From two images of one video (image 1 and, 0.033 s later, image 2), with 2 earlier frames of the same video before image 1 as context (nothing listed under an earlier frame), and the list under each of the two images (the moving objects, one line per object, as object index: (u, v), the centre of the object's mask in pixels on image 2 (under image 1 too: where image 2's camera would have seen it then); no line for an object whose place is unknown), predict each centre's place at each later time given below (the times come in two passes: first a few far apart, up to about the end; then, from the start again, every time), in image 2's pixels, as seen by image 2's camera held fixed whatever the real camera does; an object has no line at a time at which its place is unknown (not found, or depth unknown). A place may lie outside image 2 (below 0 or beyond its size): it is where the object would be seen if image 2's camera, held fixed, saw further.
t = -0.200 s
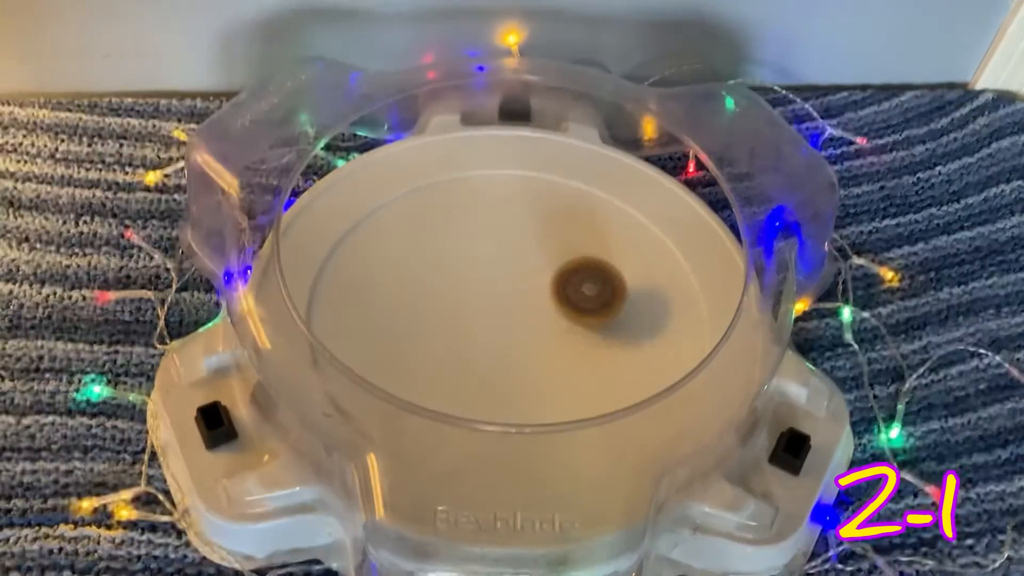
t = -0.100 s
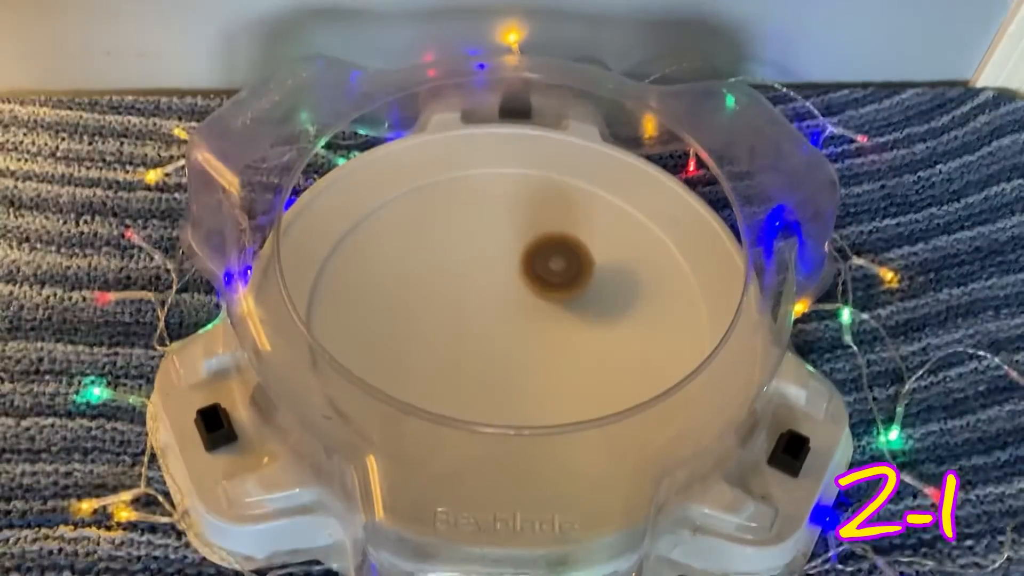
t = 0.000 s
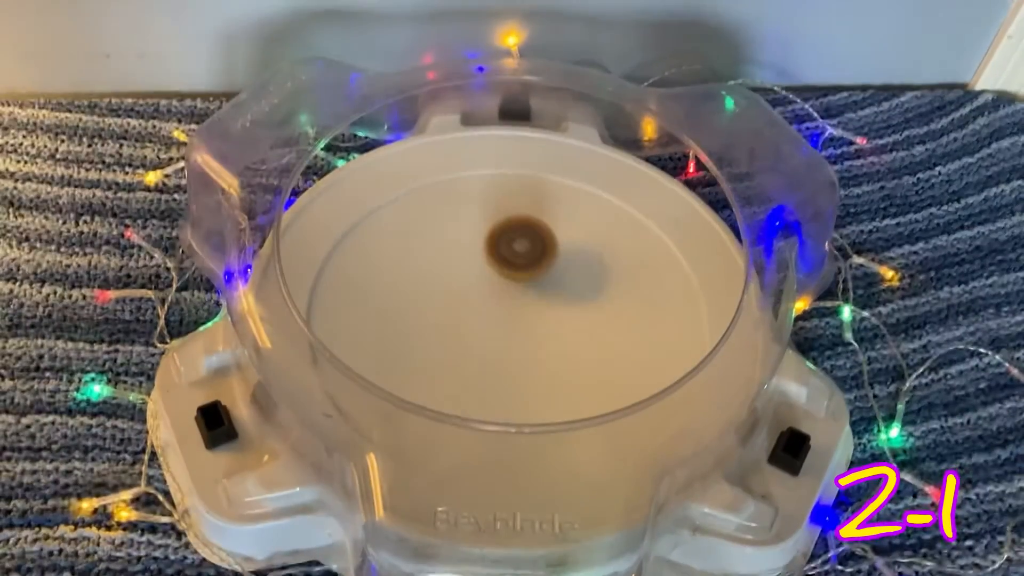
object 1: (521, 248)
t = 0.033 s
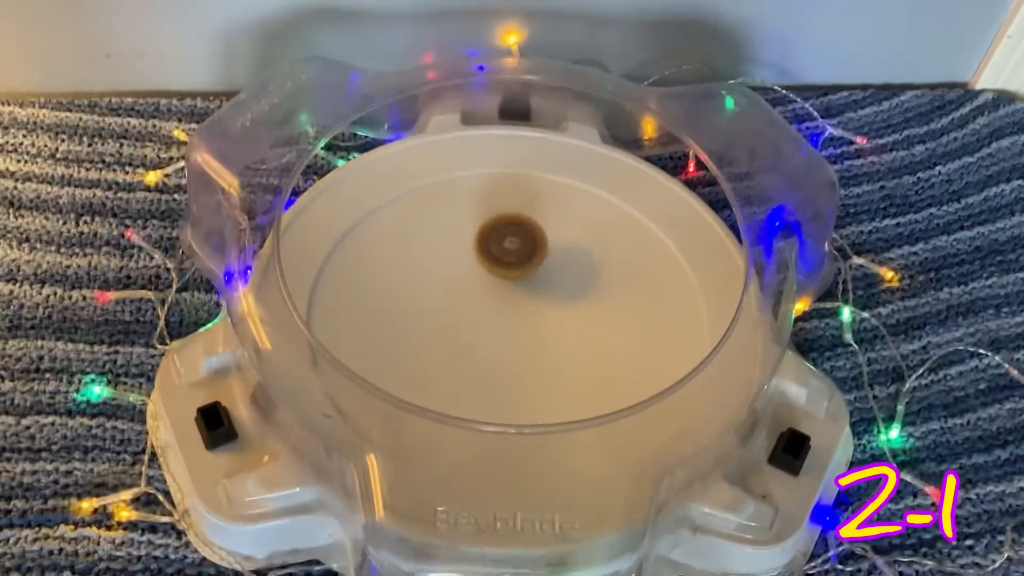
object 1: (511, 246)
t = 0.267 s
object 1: (515, 296)
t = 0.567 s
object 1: (601, 298)
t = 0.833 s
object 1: (532, 273)
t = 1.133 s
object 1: (554, 348)
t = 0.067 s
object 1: (504, 246)
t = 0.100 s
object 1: (499, 248)
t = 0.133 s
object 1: (496, 254)
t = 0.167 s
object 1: (496, 265)
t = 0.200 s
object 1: (498, 276)
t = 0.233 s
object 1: (505, 287)
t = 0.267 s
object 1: (515, 296)
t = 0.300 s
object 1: (527, 305)
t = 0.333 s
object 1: (540, 314)
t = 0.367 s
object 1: (552, 321)
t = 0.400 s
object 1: (566, 323)
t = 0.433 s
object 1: (579, 321)
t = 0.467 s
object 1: (588, 317)
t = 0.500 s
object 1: (595, 314)
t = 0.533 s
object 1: (599, 308)
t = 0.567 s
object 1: (601, 298)
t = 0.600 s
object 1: (599, 288)
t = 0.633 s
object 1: (594, 281)
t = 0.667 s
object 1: (585, 274)
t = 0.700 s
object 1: (575, 267)
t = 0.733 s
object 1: (564, 263)
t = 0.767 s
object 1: (553, 263)
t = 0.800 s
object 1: (541, 267)
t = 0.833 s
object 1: (532, 273)
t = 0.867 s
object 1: (524, 280)
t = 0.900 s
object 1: (518, 290)
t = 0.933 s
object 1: (516, 300)
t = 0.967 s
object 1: (517, 310)
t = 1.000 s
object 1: (519, 322)
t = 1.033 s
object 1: (526, 332)
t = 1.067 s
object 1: (534, 340)
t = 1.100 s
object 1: (543, 347)
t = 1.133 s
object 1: (554, 348)
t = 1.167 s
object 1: (565, 348)
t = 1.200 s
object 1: (574, 343)
